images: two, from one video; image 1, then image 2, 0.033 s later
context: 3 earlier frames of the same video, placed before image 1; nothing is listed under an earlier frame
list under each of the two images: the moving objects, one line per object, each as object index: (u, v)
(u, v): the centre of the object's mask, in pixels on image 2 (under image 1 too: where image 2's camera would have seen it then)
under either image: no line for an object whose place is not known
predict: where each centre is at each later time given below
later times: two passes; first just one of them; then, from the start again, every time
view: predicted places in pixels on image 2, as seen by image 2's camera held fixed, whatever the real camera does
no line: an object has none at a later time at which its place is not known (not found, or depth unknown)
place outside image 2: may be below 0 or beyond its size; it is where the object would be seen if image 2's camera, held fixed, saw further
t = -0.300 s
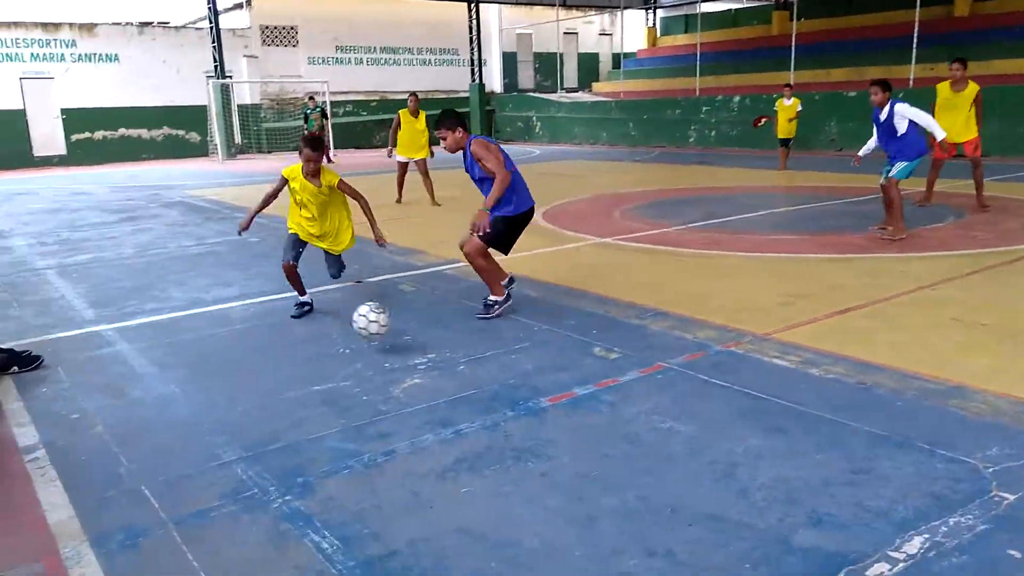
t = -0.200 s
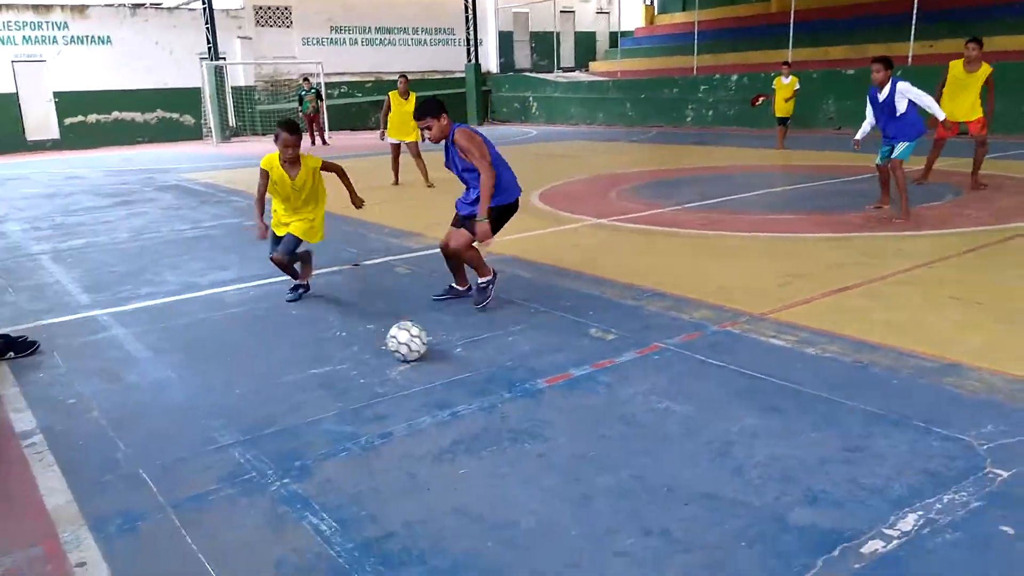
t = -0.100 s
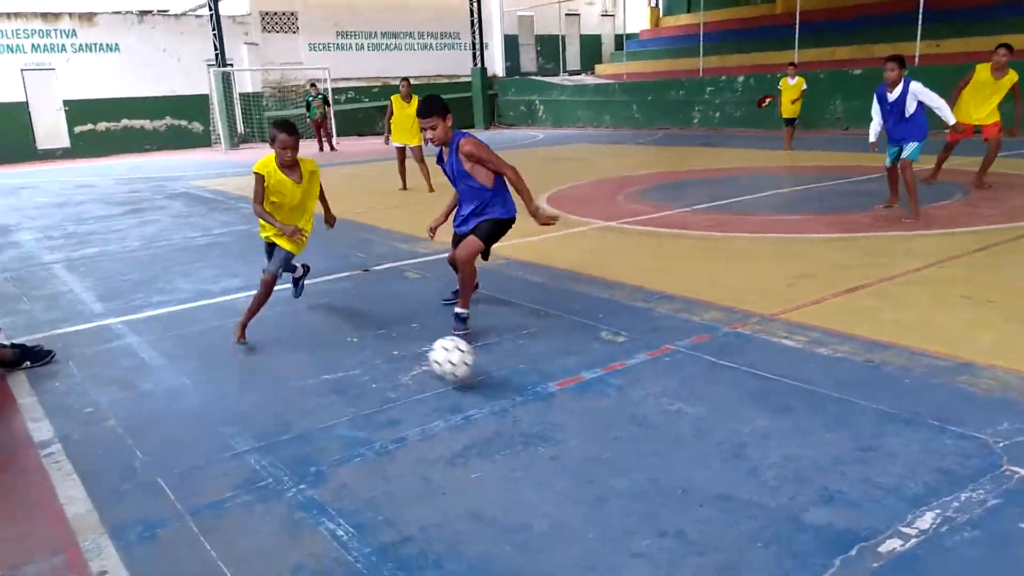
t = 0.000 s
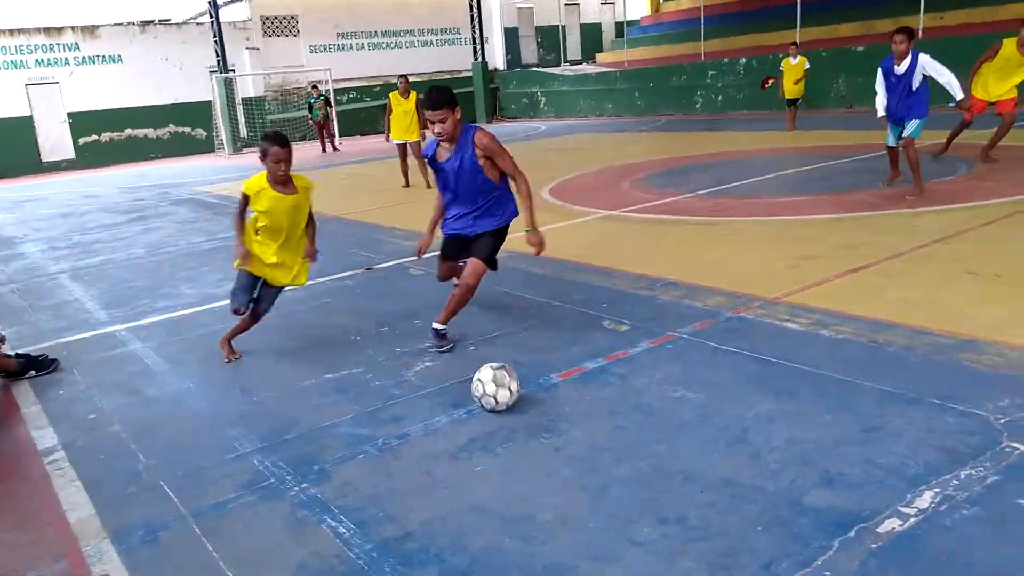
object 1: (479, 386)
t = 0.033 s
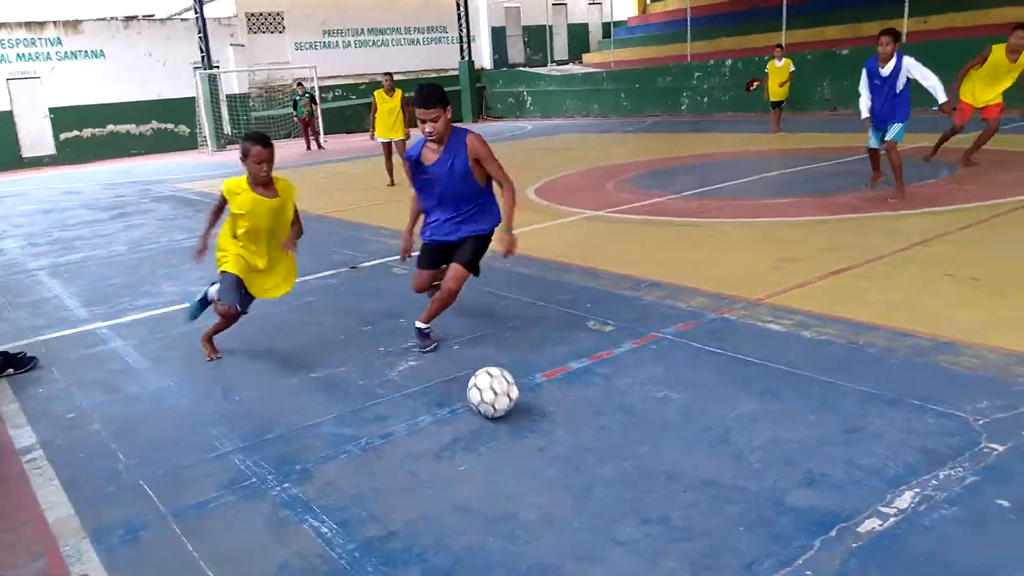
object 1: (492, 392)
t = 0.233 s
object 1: (592, 457)
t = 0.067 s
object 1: (506, 400)
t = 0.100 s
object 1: (521, 412)
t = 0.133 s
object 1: (537, 421)
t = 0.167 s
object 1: (554, 429)
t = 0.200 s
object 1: (573, 441)
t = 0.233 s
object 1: (592, 457)
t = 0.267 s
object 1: (614, 470)
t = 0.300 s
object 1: (636, 484)
